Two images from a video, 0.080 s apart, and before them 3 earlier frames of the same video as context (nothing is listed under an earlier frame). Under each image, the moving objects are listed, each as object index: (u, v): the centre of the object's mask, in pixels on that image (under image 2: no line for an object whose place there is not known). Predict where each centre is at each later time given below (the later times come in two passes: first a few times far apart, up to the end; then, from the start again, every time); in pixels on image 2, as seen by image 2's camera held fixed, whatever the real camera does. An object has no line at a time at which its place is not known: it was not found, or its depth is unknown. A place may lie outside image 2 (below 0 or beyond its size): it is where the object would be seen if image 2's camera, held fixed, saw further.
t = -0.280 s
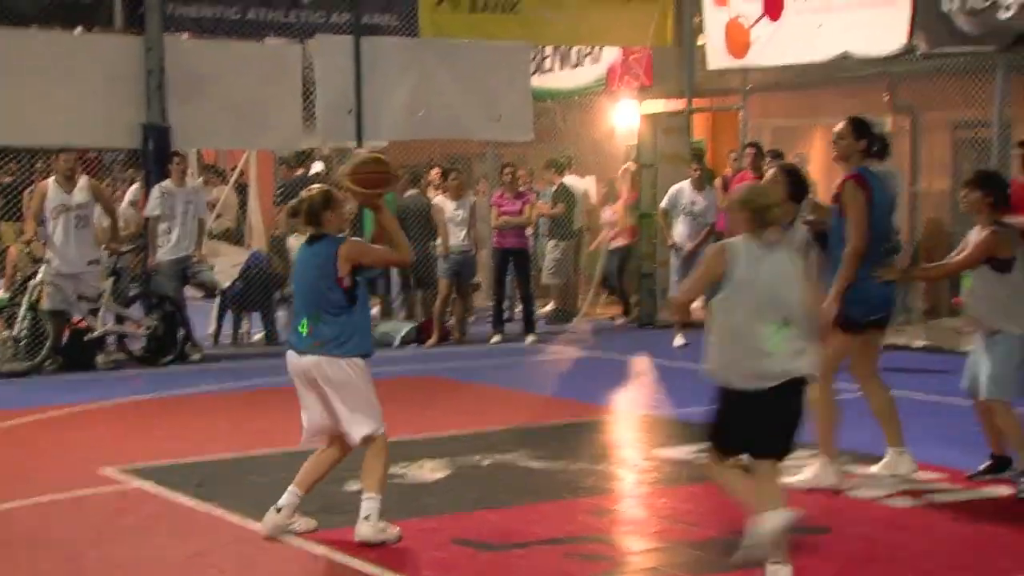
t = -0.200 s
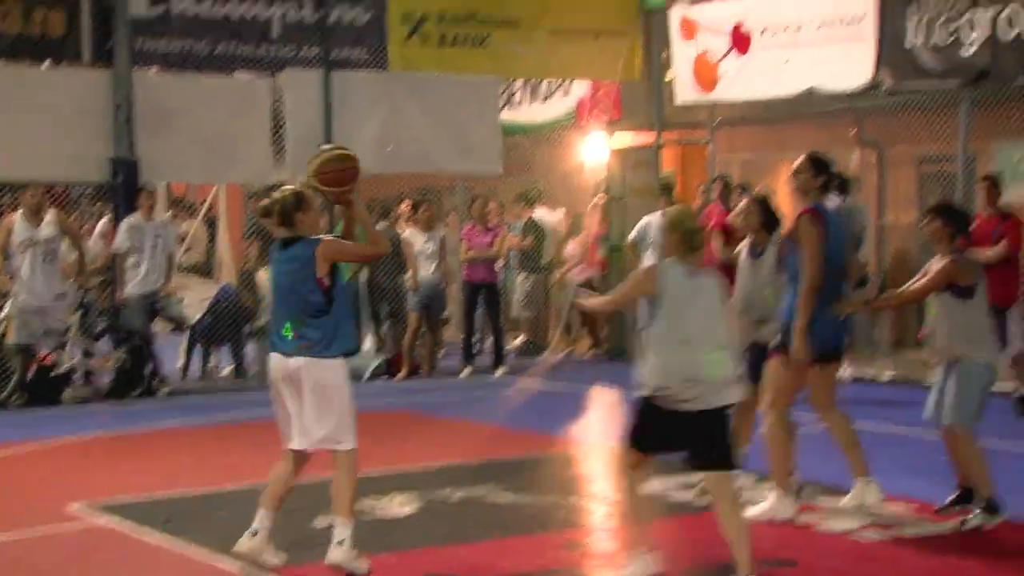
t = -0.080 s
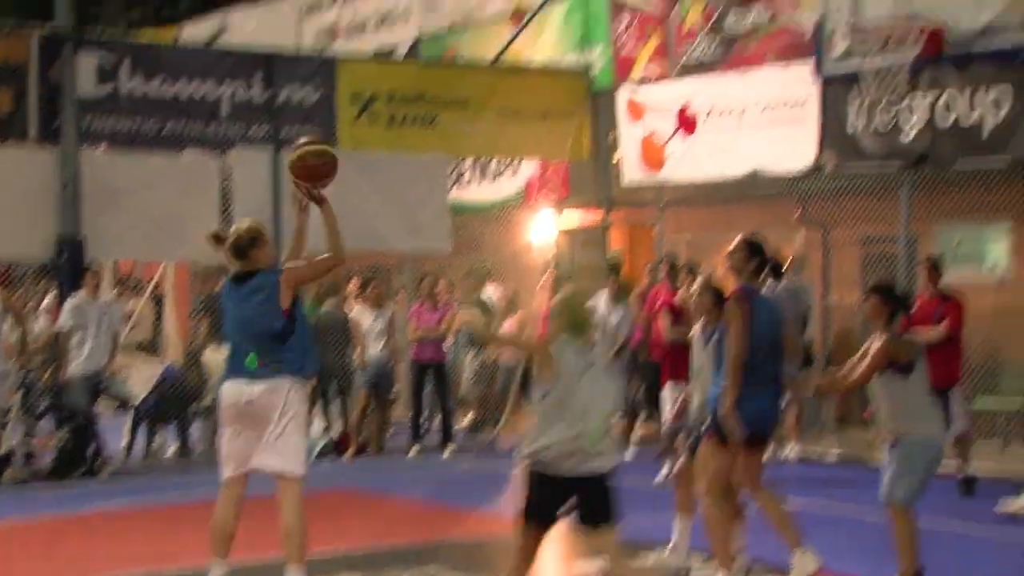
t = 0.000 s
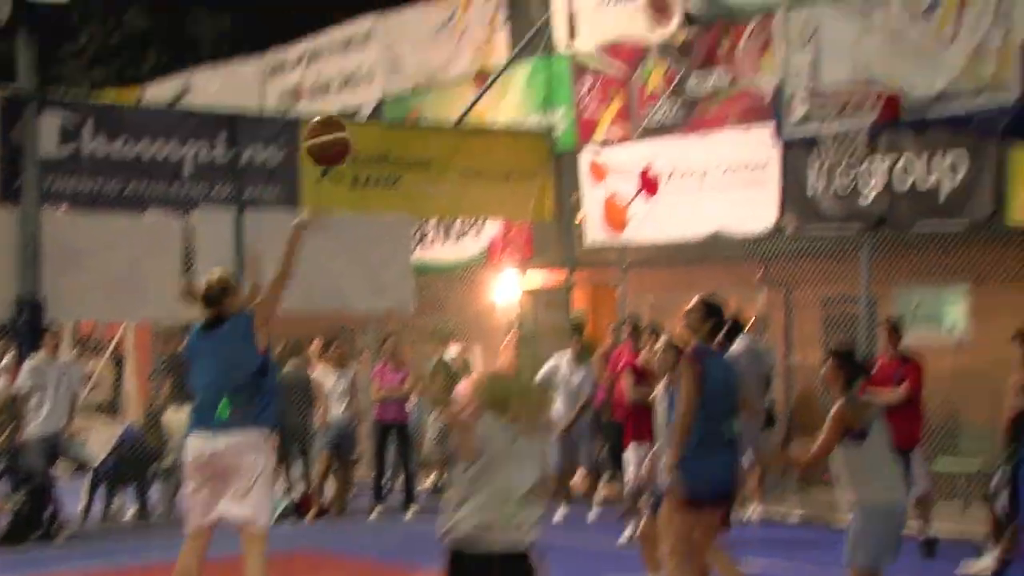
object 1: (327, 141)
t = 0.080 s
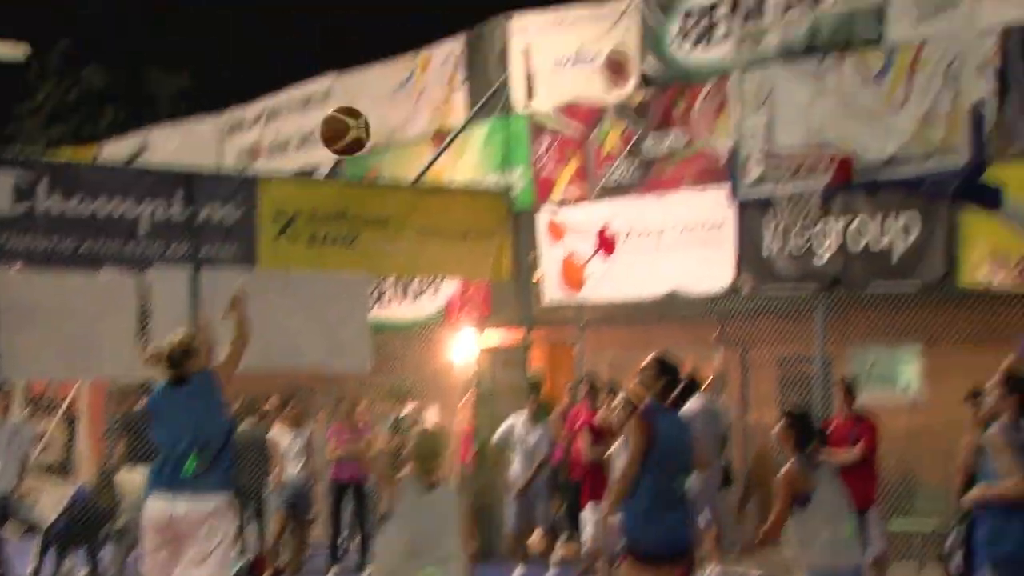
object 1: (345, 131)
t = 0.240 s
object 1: (451, 39)
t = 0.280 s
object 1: (476, 26)
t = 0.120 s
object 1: (373, 103)
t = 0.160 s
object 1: (400, 78)
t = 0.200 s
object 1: (426, 57)
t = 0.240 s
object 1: (451, 39)
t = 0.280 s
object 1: (476, 26)
